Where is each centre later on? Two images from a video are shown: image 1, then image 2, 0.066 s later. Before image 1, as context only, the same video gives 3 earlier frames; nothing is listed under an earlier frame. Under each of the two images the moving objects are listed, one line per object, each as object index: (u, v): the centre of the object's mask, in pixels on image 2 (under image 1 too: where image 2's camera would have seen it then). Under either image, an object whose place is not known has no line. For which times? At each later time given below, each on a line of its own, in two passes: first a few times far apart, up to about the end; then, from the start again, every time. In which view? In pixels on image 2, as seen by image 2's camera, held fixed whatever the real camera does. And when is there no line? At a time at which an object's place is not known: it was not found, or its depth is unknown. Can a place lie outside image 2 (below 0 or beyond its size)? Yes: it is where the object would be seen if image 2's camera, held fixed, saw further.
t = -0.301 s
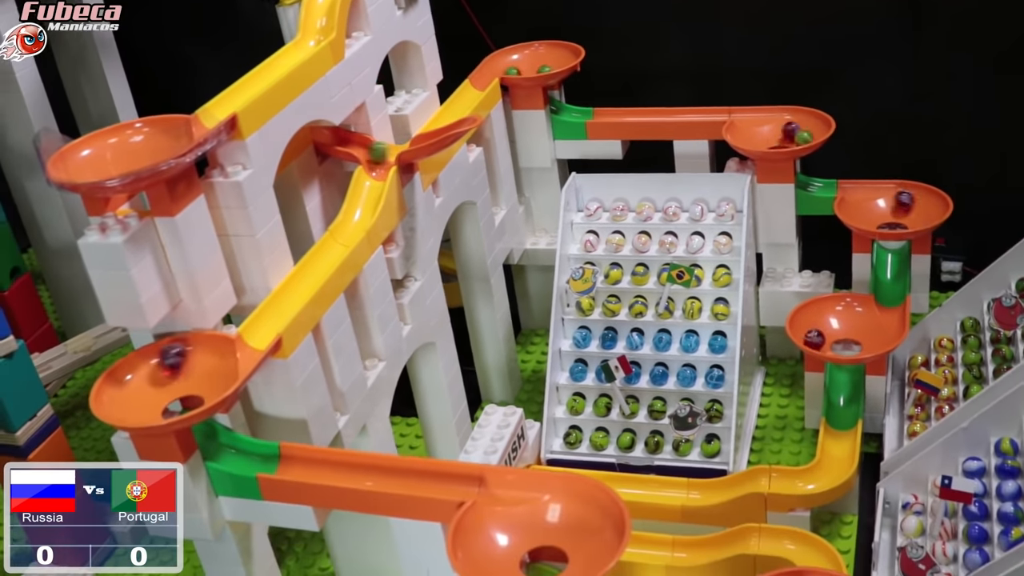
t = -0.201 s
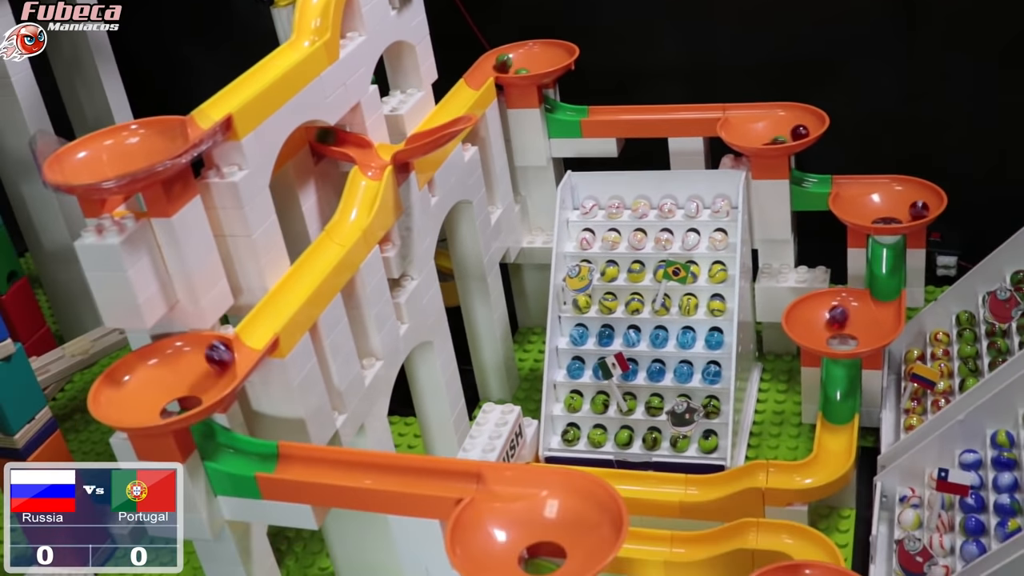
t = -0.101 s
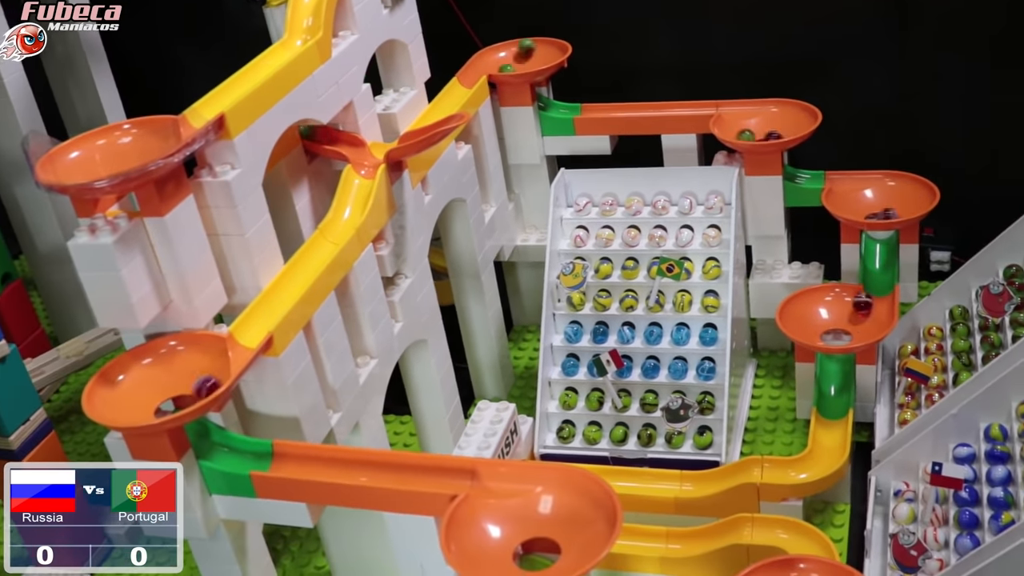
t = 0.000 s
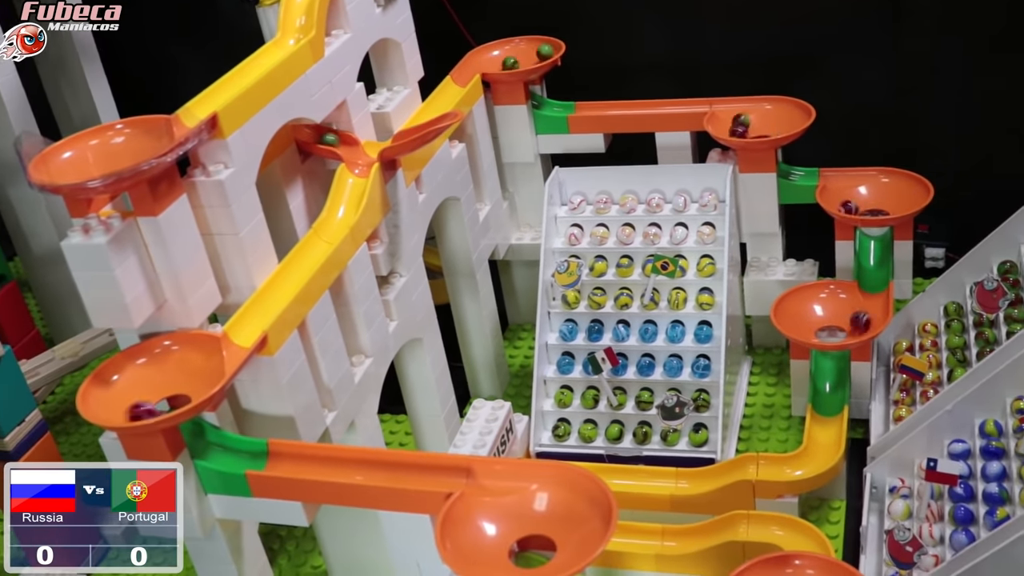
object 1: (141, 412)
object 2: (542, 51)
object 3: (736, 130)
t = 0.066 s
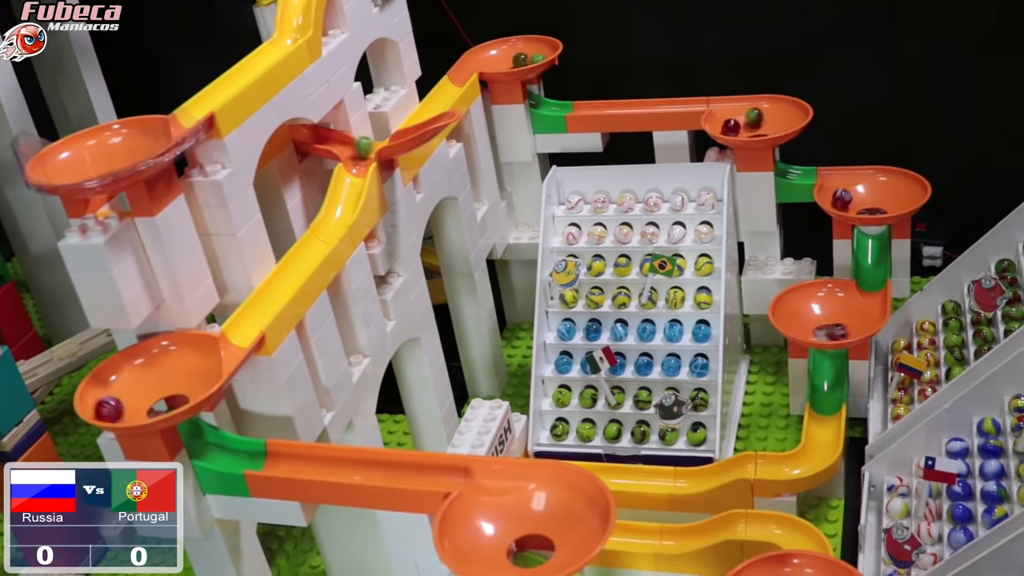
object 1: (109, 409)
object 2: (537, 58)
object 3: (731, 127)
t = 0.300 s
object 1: (194, 356)
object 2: (483, 63)
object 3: (781, 122)
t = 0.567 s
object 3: (733, 130)
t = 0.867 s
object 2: (487, 59)
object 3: (781, 124)
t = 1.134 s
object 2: (537, 58)
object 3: (733, 130)
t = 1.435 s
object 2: (501, 54)
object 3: (779, 125)
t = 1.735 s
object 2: (507, 66)
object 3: (737, 128)
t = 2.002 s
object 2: (522, 51)
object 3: (777, 126)
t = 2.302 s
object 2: (492, 67)
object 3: (738, 129)
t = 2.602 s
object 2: (539, 54)
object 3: (771, 128)
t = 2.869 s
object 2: (488, 65)
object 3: (739, 129)
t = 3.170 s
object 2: (535, 59)
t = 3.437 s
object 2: (492, 63)
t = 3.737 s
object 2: (524, 63)
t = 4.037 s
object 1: (193, 386)
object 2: (511, 59)
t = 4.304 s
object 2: (509, 67)
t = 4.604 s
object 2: (524, 57)
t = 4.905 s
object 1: (155, 382)
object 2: (492, 67)
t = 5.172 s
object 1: (172, 401)
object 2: (532, 57)
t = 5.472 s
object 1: (161, 381)
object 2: (491, 66)
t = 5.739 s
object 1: (167, 403)
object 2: (534, 57)
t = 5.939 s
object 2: (499, 67)
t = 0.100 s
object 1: (104, 403)
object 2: (527, 59)
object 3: (734, 126)
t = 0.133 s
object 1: (108, 393)
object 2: (516, 64)
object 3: (740, 124)
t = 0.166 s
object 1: (119, 383)
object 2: (505, 66)
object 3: (749, 123)
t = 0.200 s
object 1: (136, 372)
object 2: (494, 66)
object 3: (759, 122)
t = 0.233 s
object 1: (155, 363)
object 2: (487, 65)
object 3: (767, 119)
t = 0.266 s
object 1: (175, 357)
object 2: (483, 64)
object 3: (777, 118)
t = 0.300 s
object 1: (194, 356)
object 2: (483, 63)
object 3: (781, 122)
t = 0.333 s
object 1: (206, 358)
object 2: (489, 60)
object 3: (783, 124)
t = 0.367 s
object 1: (212, 366)
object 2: (497, 56)
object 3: (779, 127)
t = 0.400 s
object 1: (210, 374)
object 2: (510, 52)
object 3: (773, 129)
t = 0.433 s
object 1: (201, 384)
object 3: (765, 131)
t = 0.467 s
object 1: (185, 396)
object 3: (755, 133)
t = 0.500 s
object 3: (744, 133)
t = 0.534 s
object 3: (739, 131)
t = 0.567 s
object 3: (733, 130)
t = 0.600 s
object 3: (732, 128)
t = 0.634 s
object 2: (523, 61)
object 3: (734, 127)
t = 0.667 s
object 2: (516, 65)
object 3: (740, 126)
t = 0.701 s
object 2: (502, 67)
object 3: (747, 125)
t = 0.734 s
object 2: (491, 67)
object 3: (756, 124)
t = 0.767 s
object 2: (483, 65)
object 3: (766, 118)
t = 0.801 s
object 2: (480, 64)
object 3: (774, 121)
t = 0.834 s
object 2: (481, 62)
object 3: (780, 122)
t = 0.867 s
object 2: (487, 59)
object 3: (781, 124)
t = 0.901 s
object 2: (497, 57)
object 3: (780, 126)
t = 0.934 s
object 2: (510, 53)
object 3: (775, 128)
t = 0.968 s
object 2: (522, 52)
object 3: (768, 130)
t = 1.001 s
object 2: (533, 52)
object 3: (758, 132)
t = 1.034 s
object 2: (541, 52)
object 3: (748, 132)
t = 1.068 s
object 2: (544, 53)
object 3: (742, 132)
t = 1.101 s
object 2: (542, 55)
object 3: (736, 131)
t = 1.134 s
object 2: (537, 58)
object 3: (733, 130)
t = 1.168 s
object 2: (528, 62)
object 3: (734, 128)
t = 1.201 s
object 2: (515, 65)
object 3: (738, 127)
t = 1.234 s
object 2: (505, 67)
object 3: (744, 126)
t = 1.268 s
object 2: (495, 67)
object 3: (752, 124)
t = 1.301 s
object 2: (488, 66)
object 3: (762, 119)
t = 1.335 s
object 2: (485, 64)
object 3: (770, 119)
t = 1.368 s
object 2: (487, 61)
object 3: (776, 121)
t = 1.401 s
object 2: (492, 57)
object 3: (779, 123)
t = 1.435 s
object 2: (501, 54)
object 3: (779, 125)
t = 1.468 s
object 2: (512, 50)
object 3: (776, 127)
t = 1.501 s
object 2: (522, 51)
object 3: (770, 130)
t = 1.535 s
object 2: (531, 53)
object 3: (763, 131)
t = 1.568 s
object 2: (537, 54)
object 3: (755, 132)
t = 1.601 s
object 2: (538, 57)
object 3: (744, 133)
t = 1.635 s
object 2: (534, 59)
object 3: (739, 132)
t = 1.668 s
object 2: (527, 62)
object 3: (735, 131)
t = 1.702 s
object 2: (518, 64)
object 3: (735, 130)
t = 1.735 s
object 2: (507, 66)
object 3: (737, 128)
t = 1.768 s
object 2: (498, 67)
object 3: (741, 127)
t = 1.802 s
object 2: (490, 67)
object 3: (747, 126)
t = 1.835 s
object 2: (488, 66)
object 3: (755, 124)
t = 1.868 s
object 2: (488, 65)
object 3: (764, 120)
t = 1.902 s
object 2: (492, 62)
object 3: (771, 121)
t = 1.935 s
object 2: (500, 59)
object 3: (774, 119)
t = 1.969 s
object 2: (510, 55)
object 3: (779, 121)
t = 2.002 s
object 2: (522, 51)
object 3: (777, 126)
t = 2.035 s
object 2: (531, 50)
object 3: (773, 128)
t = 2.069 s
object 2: (538, 51)
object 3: (767, 130)
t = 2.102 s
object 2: (541, 53)
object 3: (760, 132)
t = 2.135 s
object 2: (539, 56)
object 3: (751, 132)
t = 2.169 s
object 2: (533, 60)
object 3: (744, 132)
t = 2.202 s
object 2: (524, 63)
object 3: (739, 132)
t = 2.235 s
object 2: (513, 66)
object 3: (736, 131)
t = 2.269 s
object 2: (502, 67)
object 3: (736, 130)
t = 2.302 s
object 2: (492, 67)
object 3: (738, 129)
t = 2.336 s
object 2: (486, 66)
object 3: (743, 128)
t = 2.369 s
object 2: (483, 65)
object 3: (750, 127)
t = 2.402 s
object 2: (485, 63)
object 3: (758, 124)
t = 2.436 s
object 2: (491, 61)
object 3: (766, 122)
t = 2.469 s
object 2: (500, 59)
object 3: (772, 119)
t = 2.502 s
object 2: (512, 58)
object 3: (777, 122)
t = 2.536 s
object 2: (524, 56)
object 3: (777, 124)
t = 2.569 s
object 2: (533, 55)
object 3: (776, 126)
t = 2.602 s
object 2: (539, 54)
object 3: (771, 128)
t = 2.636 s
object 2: (540, 55)
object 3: (765, 130)
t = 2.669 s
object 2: (537, 57)
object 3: (757, 132)
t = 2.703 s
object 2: (531, 61)
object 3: (749, 132)
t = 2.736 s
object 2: (523, 64)
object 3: (742, 132)
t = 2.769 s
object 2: (512, 66)
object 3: (737, 131)
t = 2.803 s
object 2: (502, 67)
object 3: (735, 131)
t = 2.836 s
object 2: (493, 67)
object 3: (736, 130)
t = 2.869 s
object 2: (488, 65)
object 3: (739, 129)
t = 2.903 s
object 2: (486, 64)
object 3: (745, 128)
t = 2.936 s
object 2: (489, 61)
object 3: (751, 126)
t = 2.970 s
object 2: (495, 60)
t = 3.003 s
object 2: (504, 58)
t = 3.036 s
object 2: (514, 57)
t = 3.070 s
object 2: (524, 57)
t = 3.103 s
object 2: (532, 57)
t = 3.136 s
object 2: (535, 58)
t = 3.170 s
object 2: (535, 59)
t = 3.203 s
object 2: (531, 61)
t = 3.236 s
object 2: (524, 63)
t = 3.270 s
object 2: (515, 66)
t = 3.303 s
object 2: (505, 67)
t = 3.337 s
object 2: (498, 68)
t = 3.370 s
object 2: (493, 67)
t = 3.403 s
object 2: (491, 65)
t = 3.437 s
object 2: (492, 63)
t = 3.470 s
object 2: (496, 61)
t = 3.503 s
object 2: (504, 57)
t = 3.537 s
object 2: (513, 56)
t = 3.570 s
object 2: (522, 55)
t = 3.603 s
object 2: (529, 56)
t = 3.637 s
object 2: (533, 57)
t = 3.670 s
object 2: (533, 59)
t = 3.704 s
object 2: (530, 61)
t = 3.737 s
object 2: (524, 63)
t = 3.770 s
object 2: (516, 66)
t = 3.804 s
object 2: (506, 67)
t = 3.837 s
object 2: (498, 68)
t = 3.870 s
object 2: (493, 68)
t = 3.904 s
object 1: (179, 370)
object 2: (490, 67)
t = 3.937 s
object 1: (188, 371)
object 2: (491, 65)
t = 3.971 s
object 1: (195, 375)
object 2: (496, 63)
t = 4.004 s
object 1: (197, 381)
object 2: (502, 61)
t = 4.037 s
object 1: (193, 386)
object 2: (511, 59)
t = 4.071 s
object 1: (182, 396)
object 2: (520, 56)
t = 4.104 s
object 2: (528, 55)
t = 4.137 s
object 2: (533, 56)
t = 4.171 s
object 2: (534, 58)
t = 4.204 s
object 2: (533, 60)
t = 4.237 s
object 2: (527, 63)
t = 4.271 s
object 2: (519, 65)
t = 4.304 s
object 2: (509, 67)
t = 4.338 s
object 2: (501, 67)
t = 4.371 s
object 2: (494, 67)
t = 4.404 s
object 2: (491, 67)
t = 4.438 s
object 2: (490, 65)
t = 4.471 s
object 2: (493, 64)
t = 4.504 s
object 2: (499, 62)
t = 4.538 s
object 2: (507, 60)
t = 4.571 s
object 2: (515, 58)
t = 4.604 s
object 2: (524, 57)
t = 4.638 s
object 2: (531, 56)
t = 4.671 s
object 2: (534, 57)
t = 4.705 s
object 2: (534, 58)
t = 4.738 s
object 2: (530, 61)
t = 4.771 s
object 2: (524, 63)
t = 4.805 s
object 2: (515, 65)
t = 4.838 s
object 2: (507, 67)
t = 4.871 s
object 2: (498, 67)
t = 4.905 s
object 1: (155, 382)
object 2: (492, 67)
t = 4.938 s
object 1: (167, 376)
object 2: (490, 66)
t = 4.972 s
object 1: (178, 372)
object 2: (491, 65)
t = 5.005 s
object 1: (188, 373)
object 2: (495, 64)
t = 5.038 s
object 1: (193, 376)
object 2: (502, 62)
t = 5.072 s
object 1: (194, 382)
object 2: (510, 60)
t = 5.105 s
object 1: (192, 387)
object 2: (519, 58)
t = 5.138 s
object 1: (181, 396)
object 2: (526, 57)
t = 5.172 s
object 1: (172, 401)
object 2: (532, 57)
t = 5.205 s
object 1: (160, 406)
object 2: (534, 57)
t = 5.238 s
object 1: (148, 409)
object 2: (533, 59)
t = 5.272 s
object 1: (138, 410)
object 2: (529, 62)
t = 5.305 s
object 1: (132, 408)
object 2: (523, 64)
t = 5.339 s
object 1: (130, 405)
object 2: (514, 66)
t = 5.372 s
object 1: (133, 399)
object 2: (505, 67)
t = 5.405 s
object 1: (140, 392)
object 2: (499, 67)
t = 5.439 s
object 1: (149, 386)
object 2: (493, 67)
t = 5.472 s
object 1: (161, 381)
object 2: (491, 66)
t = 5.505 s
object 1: (172, 376)
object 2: (492, 65)
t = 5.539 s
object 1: (182, 374)
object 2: (496, 64)
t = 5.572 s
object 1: (190, 375)
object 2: (502, 63)
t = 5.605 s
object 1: (194, 379)
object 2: (510, 61)
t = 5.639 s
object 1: (192, 384)
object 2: (519, 59)
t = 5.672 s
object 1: (188, 391)
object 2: (526, 57)
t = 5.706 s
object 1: (178, 398)
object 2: (532, 57)
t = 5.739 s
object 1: (167, 403)
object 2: (534, 57)
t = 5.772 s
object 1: (156, 407)
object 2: (533, 59)
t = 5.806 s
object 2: (529, 61)
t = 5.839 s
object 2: (523, 64)
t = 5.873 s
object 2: (515, 66)
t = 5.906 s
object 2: (506, 67)
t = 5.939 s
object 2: (499, 67)
